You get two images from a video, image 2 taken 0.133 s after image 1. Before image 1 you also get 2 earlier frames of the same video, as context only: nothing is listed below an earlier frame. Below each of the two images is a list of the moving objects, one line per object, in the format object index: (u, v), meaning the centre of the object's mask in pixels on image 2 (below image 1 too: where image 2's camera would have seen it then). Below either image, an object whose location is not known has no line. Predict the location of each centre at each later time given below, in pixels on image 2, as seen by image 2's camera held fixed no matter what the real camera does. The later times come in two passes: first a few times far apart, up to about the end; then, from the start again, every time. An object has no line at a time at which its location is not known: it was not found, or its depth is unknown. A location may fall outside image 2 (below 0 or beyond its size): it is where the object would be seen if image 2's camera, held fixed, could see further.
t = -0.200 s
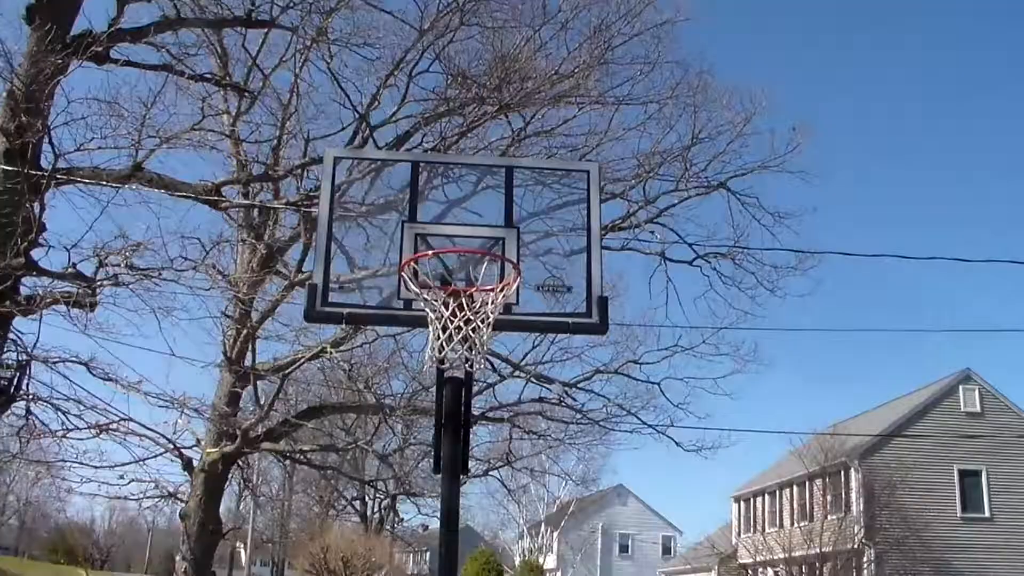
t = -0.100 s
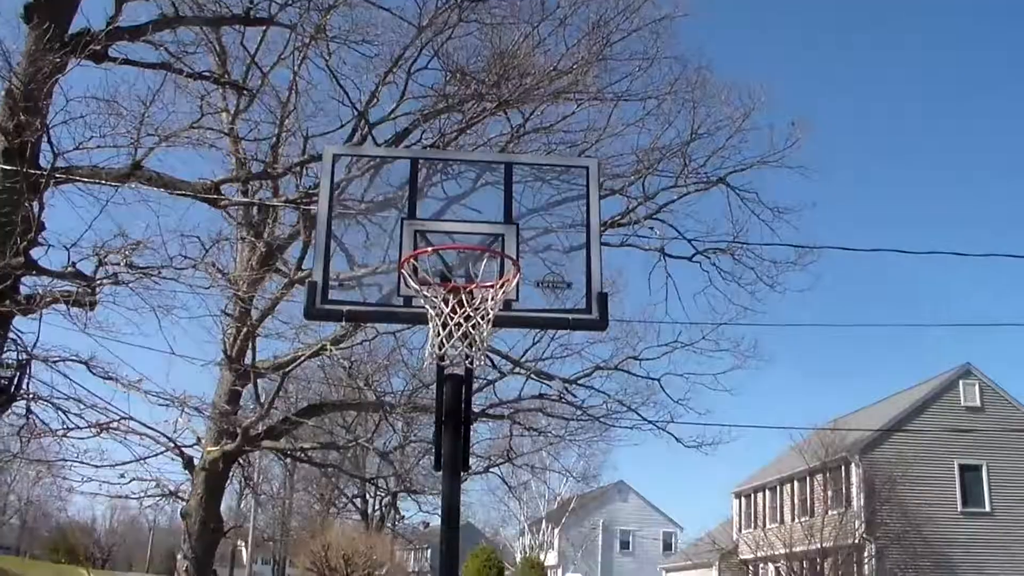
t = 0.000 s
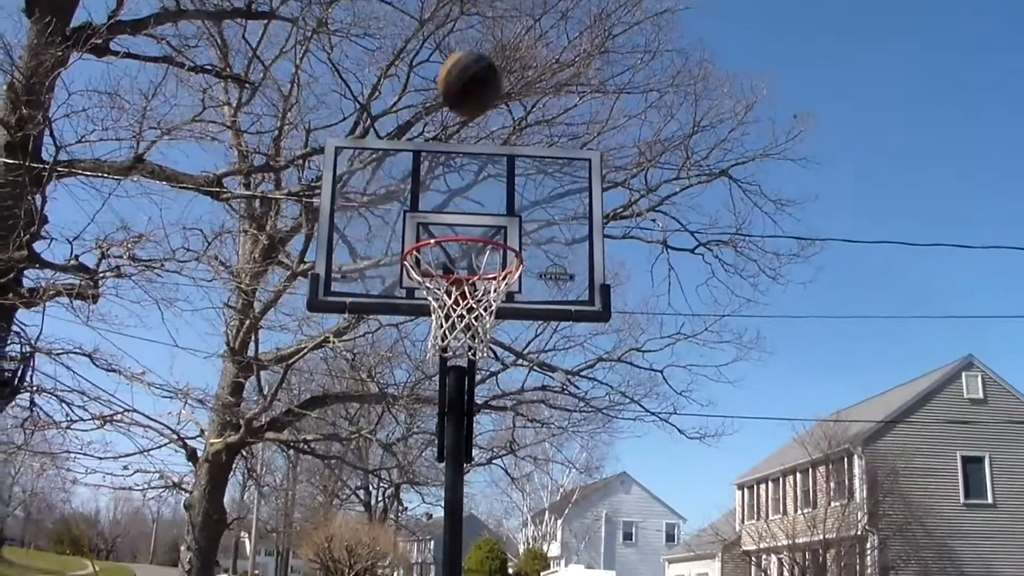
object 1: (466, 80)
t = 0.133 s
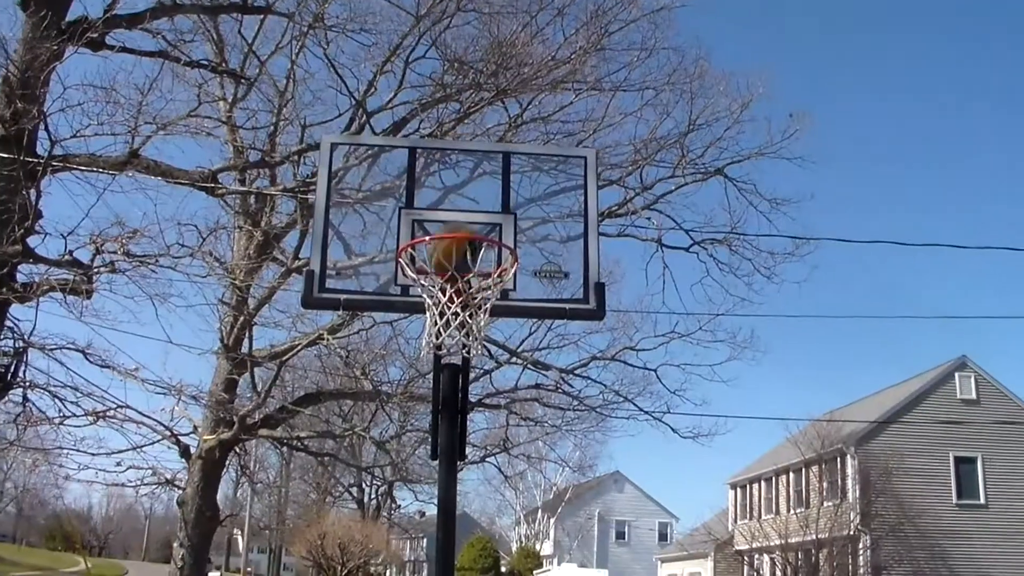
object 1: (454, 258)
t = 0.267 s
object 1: (460, 297)
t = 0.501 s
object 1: (450, 472)
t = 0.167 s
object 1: (459, 265)
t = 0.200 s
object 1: (464, 268)
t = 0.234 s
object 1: (466, 275)
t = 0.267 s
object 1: (460, 297)
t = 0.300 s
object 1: (463, 318)
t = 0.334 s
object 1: (459, 341)
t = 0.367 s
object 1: (459, 357)
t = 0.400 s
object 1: (456, 382)
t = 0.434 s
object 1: (454, 409)
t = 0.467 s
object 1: (452, 438)
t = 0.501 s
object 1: (450, 472)
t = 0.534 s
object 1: (448, 507)
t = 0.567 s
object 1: (443, 545)
